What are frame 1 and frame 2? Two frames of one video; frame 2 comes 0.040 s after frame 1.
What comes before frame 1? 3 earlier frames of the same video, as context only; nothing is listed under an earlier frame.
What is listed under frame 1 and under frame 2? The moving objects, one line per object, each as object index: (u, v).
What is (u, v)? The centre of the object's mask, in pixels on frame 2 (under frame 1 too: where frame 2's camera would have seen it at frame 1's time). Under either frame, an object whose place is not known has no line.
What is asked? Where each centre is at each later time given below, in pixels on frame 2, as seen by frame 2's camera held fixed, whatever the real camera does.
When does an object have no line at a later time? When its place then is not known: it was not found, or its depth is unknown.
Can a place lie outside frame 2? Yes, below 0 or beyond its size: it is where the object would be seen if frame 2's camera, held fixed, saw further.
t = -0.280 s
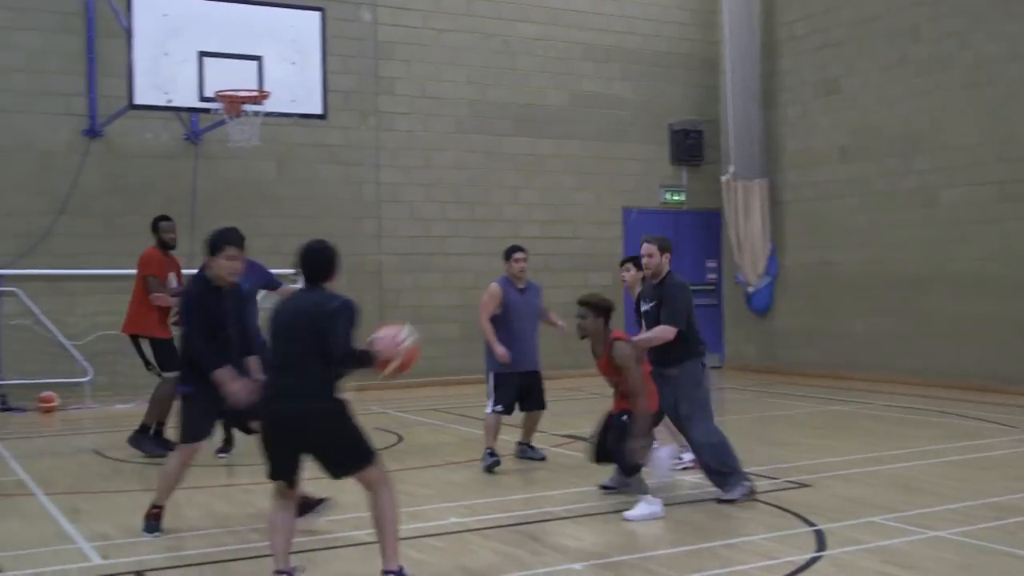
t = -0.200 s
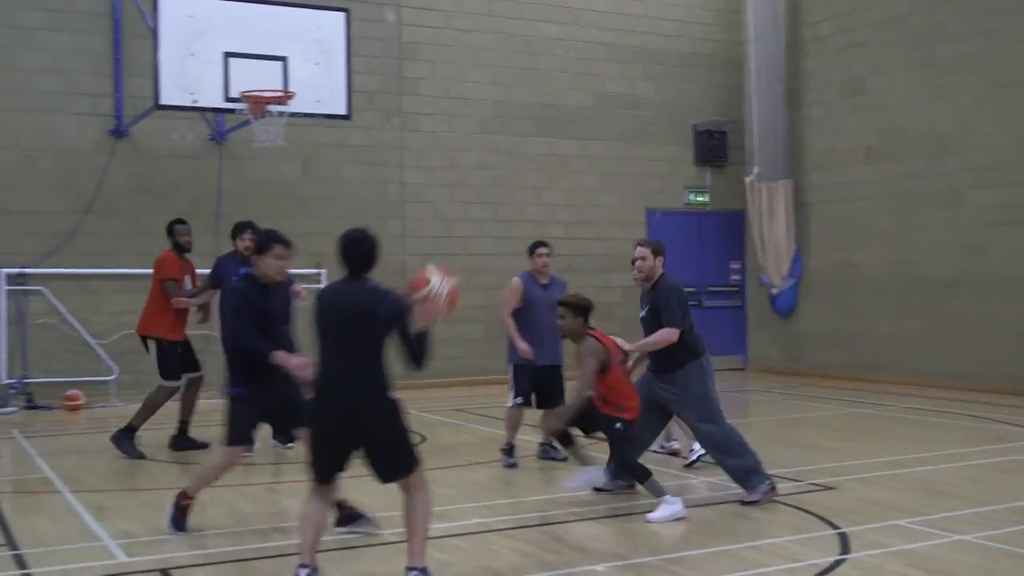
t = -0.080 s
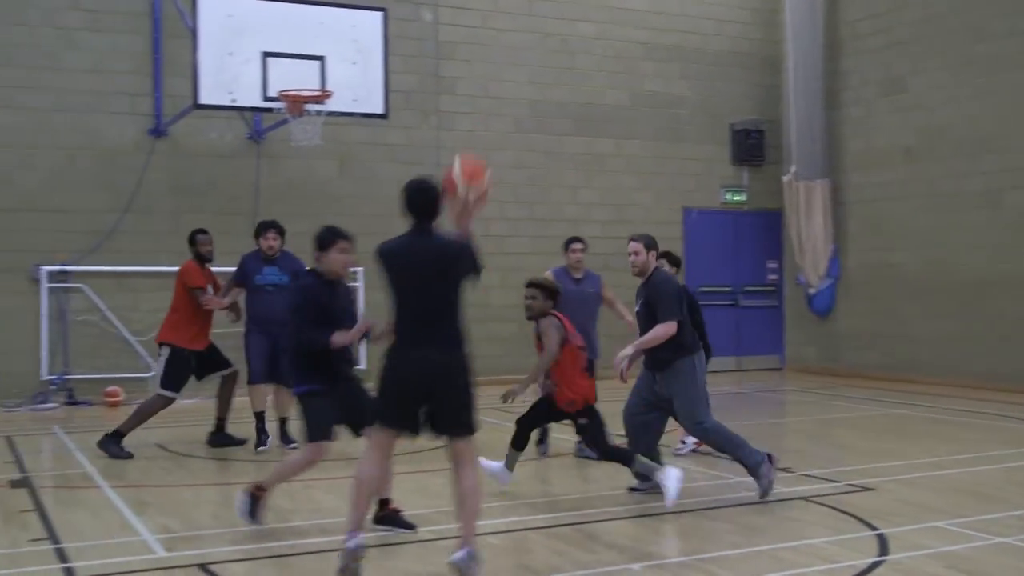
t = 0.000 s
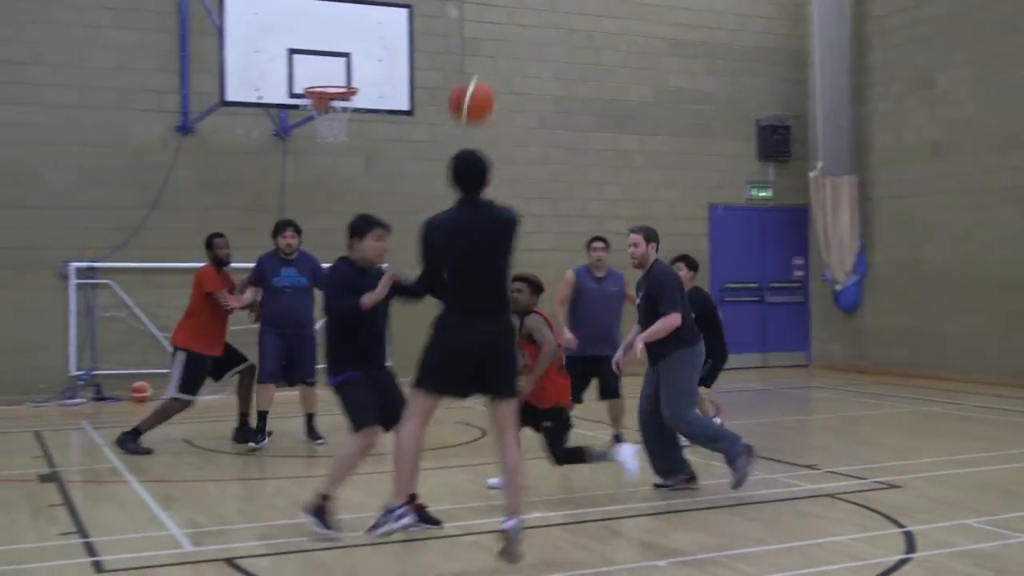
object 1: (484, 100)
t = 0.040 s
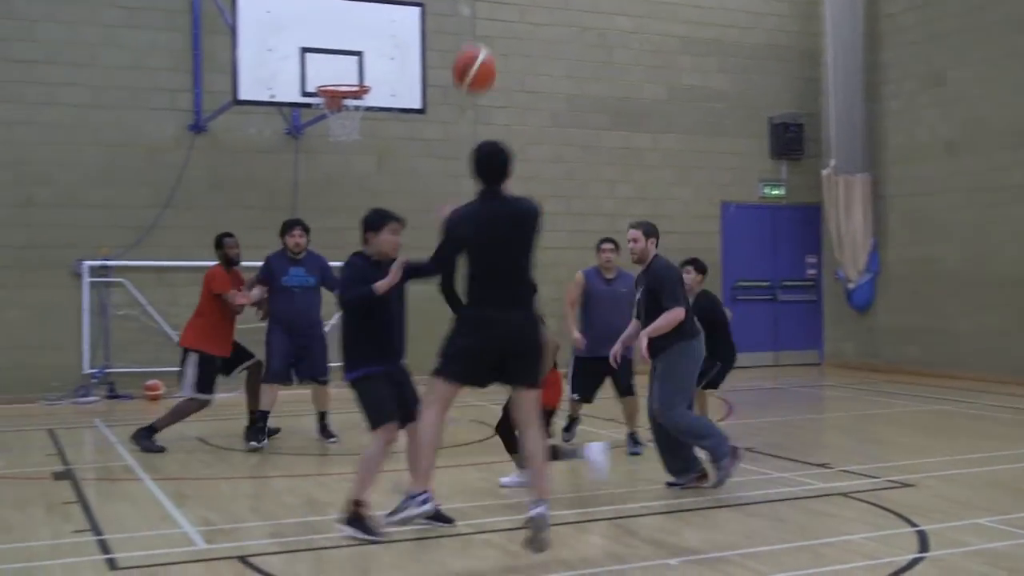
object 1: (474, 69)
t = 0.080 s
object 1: (465, 43)
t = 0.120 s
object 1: (456, 21)
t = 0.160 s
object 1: (447, 10)
